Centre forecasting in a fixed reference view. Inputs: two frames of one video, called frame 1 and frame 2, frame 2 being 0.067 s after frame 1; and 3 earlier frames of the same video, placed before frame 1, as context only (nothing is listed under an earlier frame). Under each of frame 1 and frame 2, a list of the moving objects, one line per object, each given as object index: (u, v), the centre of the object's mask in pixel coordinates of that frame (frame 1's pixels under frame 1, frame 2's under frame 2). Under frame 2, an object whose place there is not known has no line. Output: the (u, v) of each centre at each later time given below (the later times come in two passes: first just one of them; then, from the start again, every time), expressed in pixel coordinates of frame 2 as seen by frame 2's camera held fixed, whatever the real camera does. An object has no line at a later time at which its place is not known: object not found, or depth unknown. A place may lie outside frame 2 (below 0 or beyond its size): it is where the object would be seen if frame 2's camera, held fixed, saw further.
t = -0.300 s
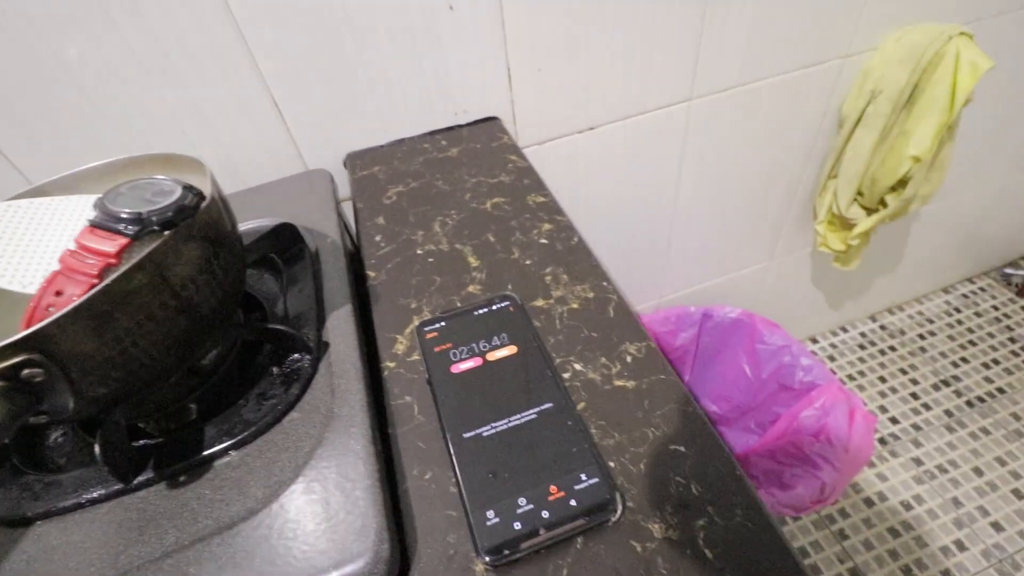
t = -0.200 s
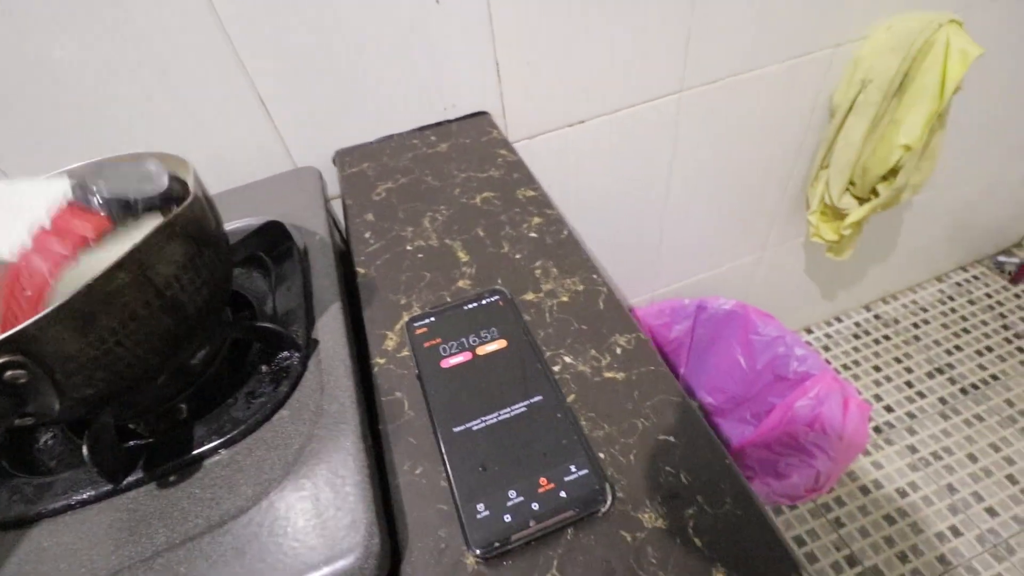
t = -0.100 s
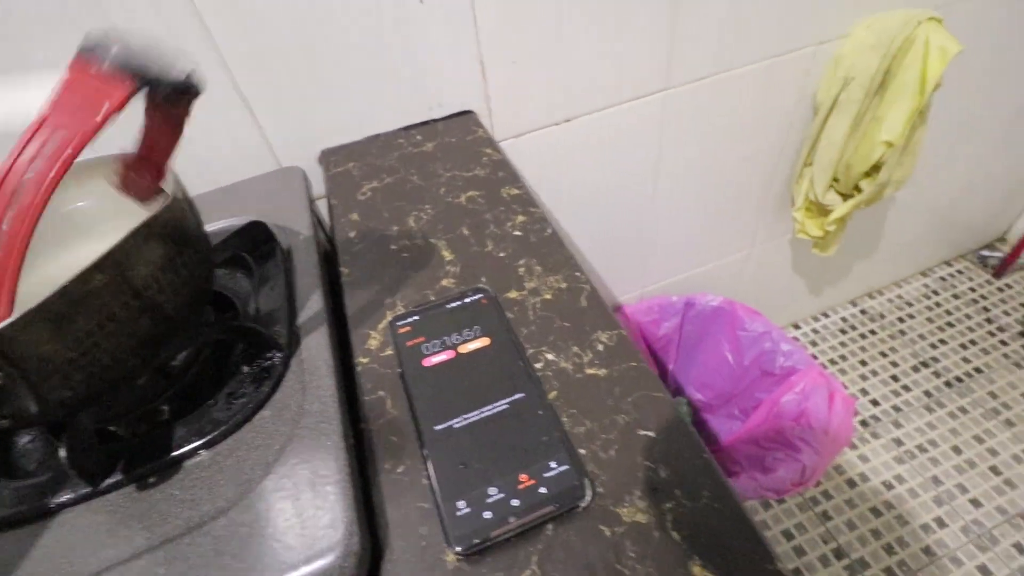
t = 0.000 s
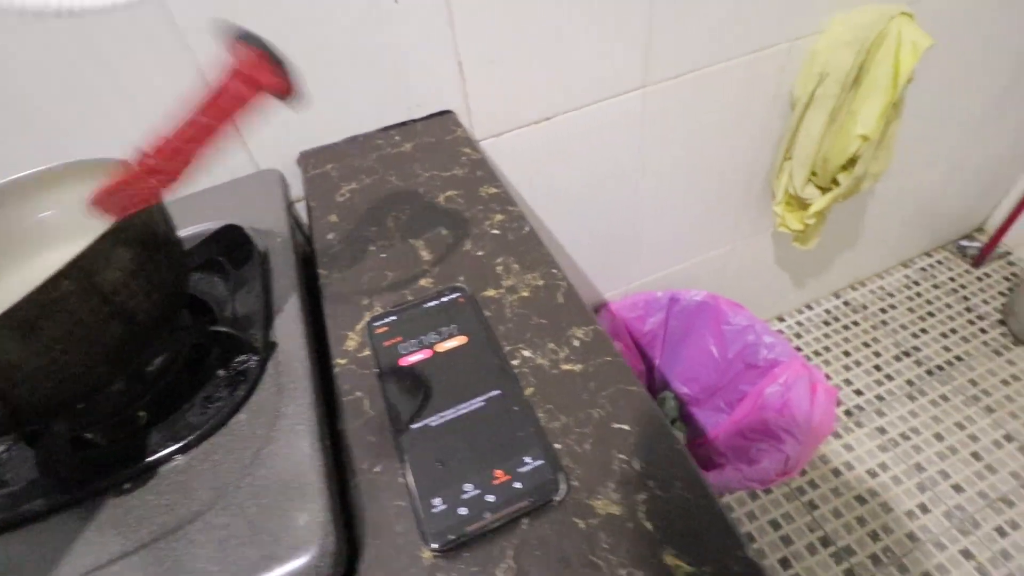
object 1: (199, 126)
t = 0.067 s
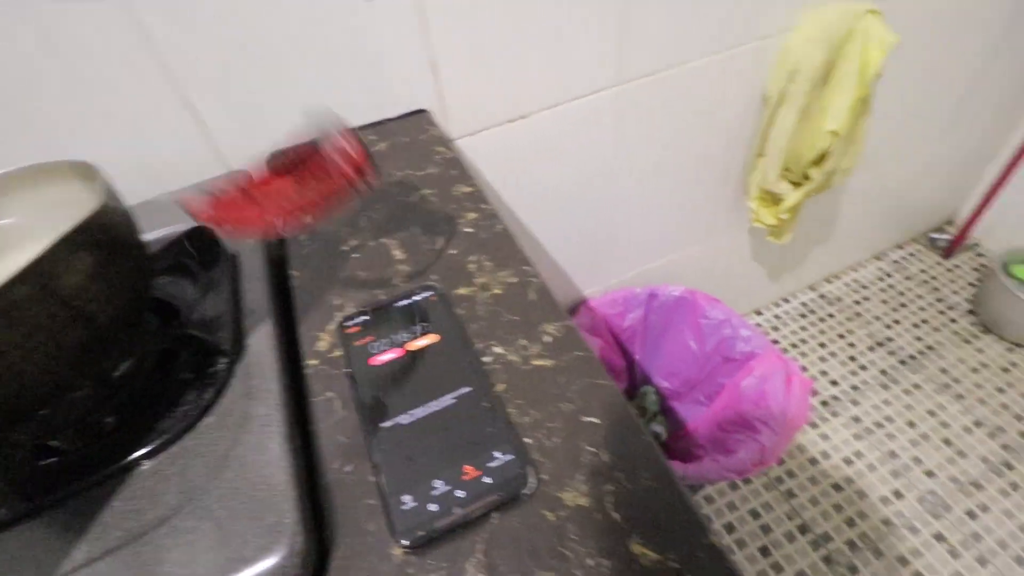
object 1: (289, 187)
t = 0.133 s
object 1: (379, 253)
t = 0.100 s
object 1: (332, 229)
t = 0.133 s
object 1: (379, 253)
